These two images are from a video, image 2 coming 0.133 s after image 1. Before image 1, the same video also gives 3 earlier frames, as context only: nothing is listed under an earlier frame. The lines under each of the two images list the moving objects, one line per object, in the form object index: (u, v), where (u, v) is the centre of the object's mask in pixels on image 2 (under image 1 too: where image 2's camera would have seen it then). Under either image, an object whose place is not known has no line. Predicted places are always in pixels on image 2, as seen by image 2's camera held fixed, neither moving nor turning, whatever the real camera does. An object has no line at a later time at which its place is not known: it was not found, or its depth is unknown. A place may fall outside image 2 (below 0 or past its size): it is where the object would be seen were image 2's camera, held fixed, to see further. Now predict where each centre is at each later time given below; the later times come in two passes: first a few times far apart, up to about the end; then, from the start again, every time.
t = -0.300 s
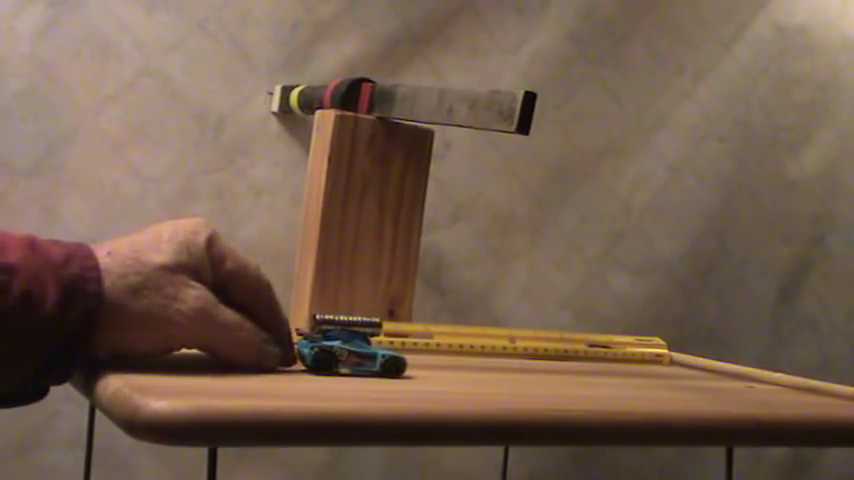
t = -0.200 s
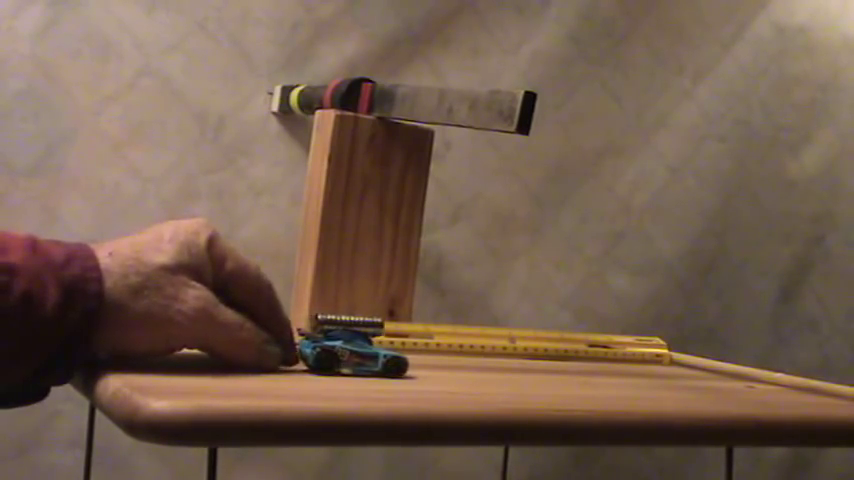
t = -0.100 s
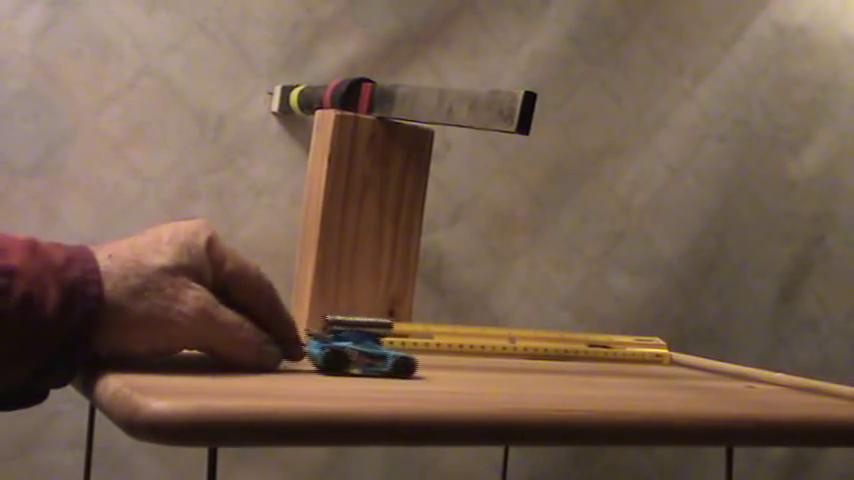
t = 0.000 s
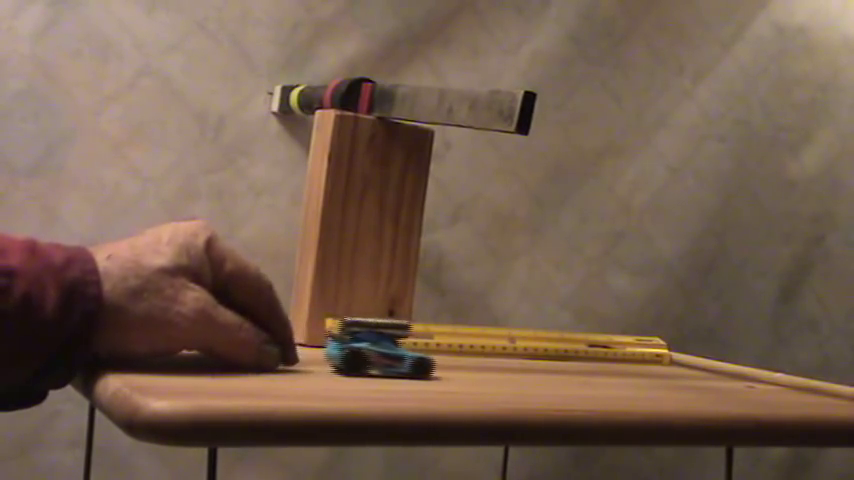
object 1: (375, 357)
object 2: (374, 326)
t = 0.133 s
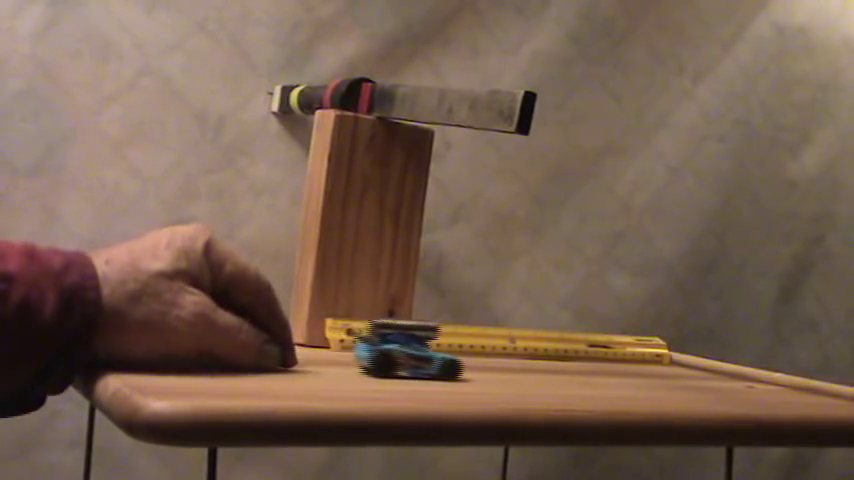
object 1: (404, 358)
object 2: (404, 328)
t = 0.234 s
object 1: (430, 359)
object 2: (429, 330)
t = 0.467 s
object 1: (514, 364)
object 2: (513, 336)
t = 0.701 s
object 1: (613, 370)
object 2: (612, 342)
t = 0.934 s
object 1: (688, 374)
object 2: (689, 347)
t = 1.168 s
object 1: (742, 377)
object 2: (744, 351)
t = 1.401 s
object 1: (766, 379)
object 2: (768, 352)
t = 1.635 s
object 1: (770, 379)
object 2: (771, 353)
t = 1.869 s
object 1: (765, 379)
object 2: (765, 353)
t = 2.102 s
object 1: (758, 379)
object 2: (758, 352)
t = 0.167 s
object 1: (412, 358)
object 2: (412, 328)
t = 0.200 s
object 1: (421, 359)
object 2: (420, 329)
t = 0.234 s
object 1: (430, 359)
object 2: (429, 330)
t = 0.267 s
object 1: (440, 360)
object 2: (439, 331)
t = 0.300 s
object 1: (451, 361)
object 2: (450, 331)
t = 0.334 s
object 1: (463, 361)
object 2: (463, 332)
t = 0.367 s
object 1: (476, 362)
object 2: (475, 333)
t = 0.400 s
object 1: (488, 362)
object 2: (486, 333)
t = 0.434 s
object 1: (501, 363)
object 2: (499, 334)
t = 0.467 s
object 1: (514, 364)
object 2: (513, 336)
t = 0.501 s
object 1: (528, 365)
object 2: (526, 337)
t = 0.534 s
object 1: (542, 366)
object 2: (541, 337)
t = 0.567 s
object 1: (556, 366)
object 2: (554, 338)
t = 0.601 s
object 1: (570, 367)
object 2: (568, 339)
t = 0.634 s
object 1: (585, 368)
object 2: (583, 340)
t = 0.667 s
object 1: (599, 369)
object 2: (597, 341)
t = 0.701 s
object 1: (613, 370)
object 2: (612, 342)
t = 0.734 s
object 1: (625, 370)
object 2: (626, 343)
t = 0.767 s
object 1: (638, 370)
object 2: (638, 343)
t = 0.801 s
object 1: (648, 371)
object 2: (649, 344)
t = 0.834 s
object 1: (659, 373)
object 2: (660, 345)
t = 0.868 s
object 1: (669, 372)
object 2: (669, 345)
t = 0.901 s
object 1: (679, 373)
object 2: (678, 346)
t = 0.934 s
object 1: (688, 374)
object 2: (689, 347)
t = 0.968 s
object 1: (697, 374)
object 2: (699, 347)
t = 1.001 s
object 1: (706, 375)
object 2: (709, 348)
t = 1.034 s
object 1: (715, 376)
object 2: (718, 349)
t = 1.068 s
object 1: (722, 376)
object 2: (726, 349)
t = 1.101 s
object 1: (730, 376)
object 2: (732, 350)
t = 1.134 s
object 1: (736, 377)
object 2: (737, 351)
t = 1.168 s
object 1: (742, 377)
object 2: (744, 351)
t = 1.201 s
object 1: (747, 377)
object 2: (748, 351)
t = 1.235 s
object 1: (751, 378)
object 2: (753, 351)
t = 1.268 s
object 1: (755, 378)
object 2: (757, 351)
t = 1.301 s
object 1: (759, 378)
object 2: (760, 352)
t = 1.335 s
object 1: (762, 379)
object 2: (763, 352)
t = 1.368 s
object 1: (765, 379)
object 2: (766, 352)
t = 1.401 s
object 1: (766, 379)
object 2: (768, 352)
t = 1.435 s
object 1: (768, 379)
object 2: (770, 352)
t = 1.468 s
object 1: (769, 379)
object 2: (771, 352)
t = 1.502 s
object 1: (770, 379)
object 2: (771, 352)
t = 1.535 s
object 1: (770, 379)
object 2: (771, 352)
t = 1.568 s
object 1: (770, 379)
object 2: (771, 353)
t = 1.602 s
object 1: (770, 379)
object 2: (771, 352)
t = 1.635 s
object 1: (770, 379)
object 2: (771, 353)
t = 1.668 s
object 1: (769, 379)
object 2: (770, 352)
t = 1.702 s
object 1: (769, 379)
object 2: (770, 352)
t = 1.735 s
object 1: (769, 379)
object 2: (770, 352)
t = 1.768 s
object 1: (768, 379)
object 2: (768, 353)
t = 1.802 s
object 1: (767, 379)
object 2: (768, 353)
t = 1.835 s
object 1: (766, 379)
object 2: (767, 353)
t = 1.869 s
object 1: (765, 379)
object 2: (765, 353)
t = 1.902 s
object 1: (764, 379)
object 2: (764, 353)
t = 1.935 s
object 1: (763, 379)
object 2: (763, 353)
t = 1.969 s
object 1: (762, 379)
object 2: (761, 352)
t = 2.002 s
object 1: (761, 379)
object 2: (760, 352)
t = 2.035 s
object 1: (760, 379)
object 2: (760, 352)
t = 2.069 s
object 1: (758, 379)
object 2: (758, 352)
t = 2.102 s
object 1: (758, 379)
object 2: (758, 352)
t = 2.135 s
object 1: (757, 379)
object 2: (757, 352)
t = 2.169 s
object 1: (757, 379)
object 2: (757, 352)
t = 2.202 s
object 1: (757, 379)
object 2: (757, 352)
